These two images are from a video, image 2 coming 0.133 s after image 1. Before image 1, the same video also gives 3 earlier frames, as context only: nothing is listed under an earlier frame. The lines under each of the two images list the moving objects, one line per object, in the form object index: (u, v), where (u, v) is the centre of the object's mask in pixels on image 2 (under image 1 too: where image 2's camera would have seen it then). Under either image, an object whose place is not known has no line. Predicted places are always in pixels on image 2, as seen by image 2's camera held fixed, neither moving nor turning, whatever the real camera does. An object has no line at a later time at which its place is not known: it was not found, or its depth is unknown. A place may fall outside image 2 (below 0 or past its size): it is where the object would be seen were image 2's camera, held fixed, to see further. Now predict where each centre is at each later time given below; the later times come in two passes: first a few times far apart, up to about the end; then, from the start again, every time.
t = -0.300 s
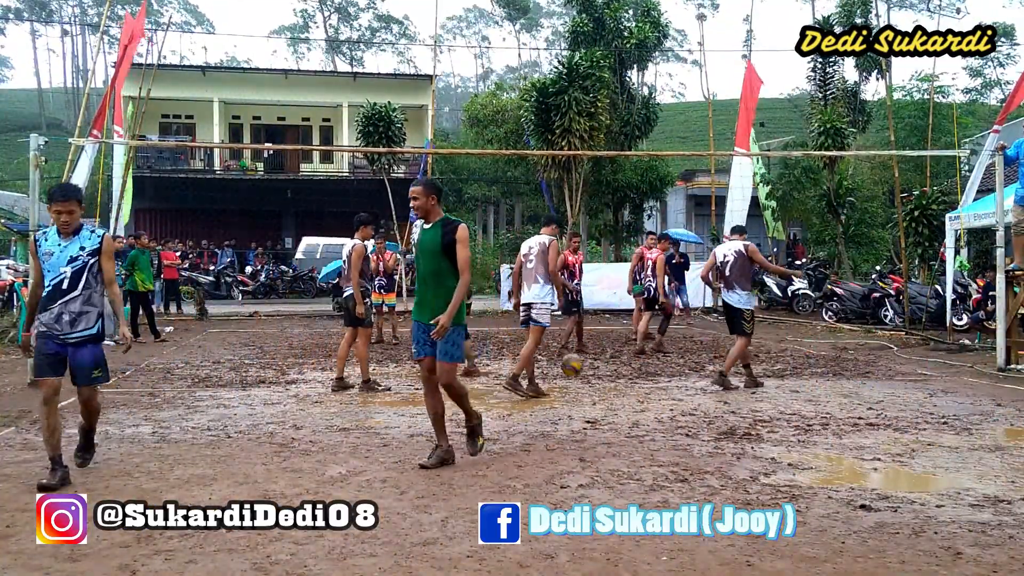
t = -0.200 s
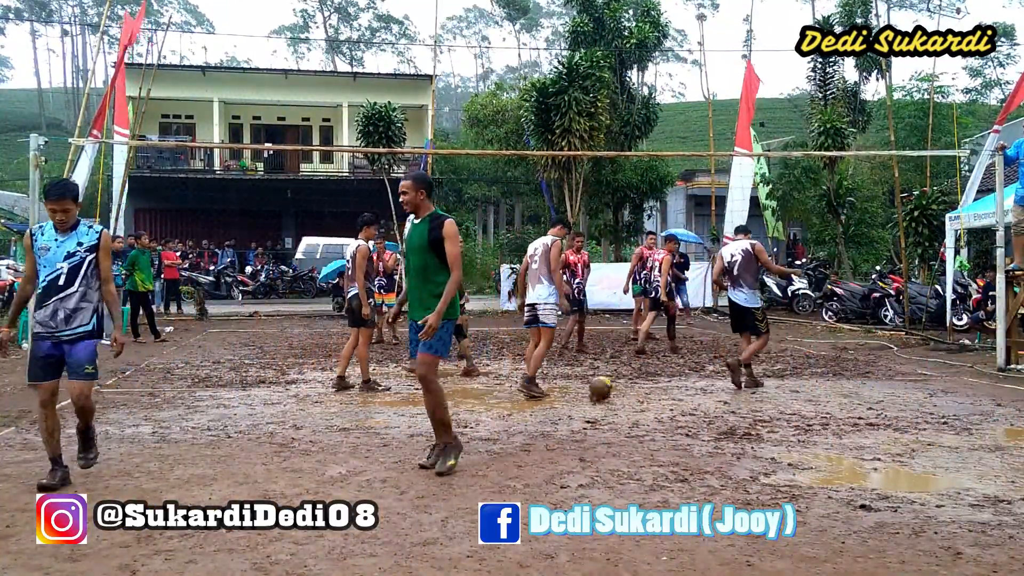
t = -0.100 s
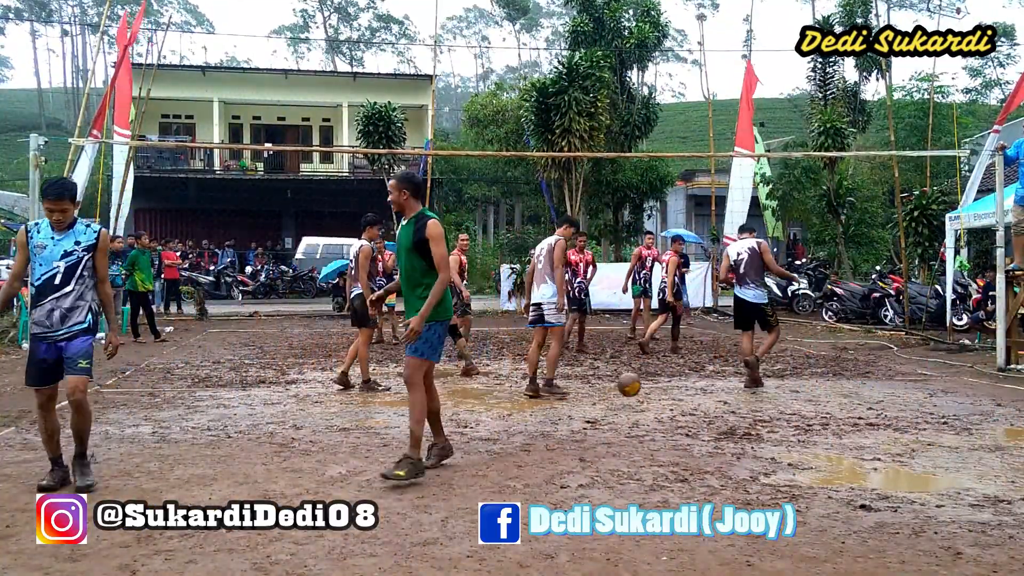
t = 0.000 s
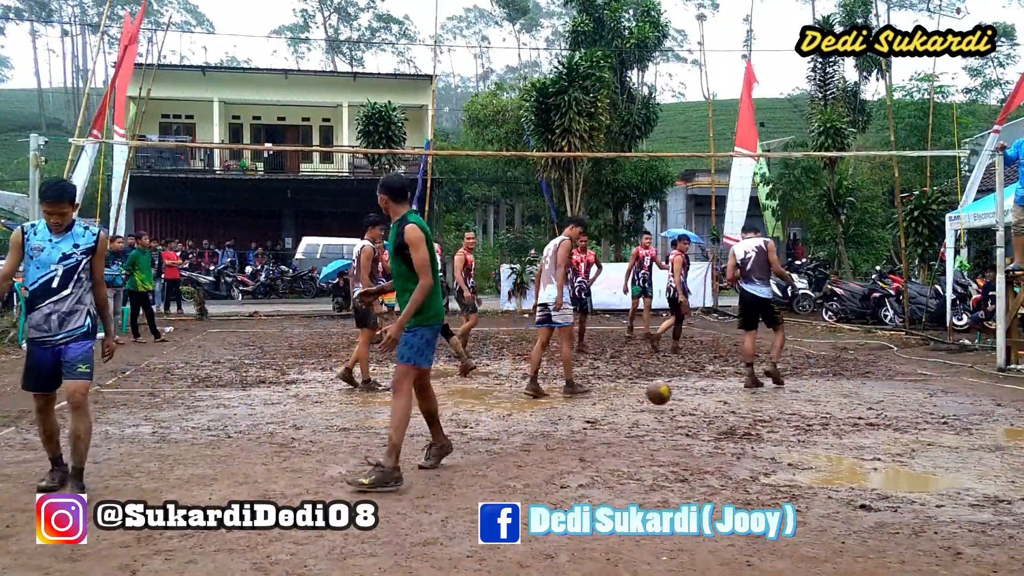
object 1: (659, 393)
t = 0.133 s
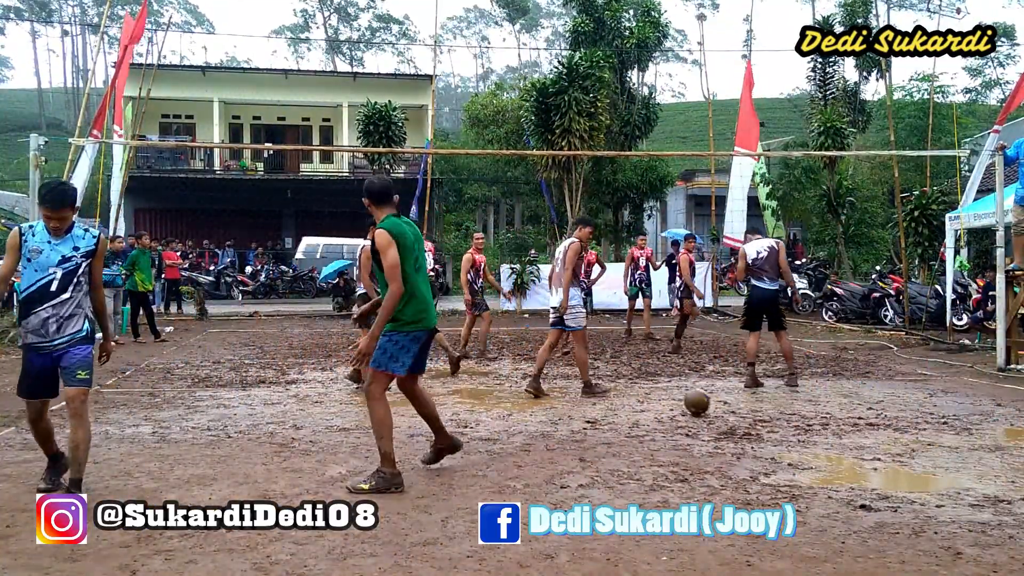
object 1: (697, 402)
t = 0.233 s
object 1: (722, 405)
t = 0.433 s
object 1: (768, 412)
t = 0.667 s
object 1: (819, 421)
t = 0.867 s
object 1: (863, 428)
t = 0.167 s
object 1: (705, 403)
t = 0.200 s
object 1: (714, 405)
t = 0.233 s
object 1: (722, 405)
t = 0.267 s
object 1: (730, 404)
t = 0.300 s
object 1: (737, 405)
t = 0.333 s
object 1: (745, 409)
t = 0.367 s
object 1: (753, 410)
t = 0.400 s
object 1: (760, 410)
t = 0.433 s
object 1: (768, 412)
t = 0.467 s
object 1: (776, 413)
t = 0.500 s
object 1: (783, 412)
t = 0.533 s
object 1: (790, 413)
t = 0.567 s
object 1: (797, 415)
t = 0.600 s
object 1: (804, 417)
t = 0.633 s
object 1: (812, 419)
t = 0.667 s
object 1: (819, 421)
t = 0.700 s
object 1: (826, 422)
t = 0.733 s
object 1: (833, 423)
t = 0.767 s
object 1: (841, 424)
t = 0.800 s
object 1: (849, 425)
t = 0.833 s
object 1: (856, 427)
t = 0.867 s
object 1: (863, 428)
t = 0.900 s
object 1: (870, 429)
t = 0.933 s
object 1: (877, 430)
